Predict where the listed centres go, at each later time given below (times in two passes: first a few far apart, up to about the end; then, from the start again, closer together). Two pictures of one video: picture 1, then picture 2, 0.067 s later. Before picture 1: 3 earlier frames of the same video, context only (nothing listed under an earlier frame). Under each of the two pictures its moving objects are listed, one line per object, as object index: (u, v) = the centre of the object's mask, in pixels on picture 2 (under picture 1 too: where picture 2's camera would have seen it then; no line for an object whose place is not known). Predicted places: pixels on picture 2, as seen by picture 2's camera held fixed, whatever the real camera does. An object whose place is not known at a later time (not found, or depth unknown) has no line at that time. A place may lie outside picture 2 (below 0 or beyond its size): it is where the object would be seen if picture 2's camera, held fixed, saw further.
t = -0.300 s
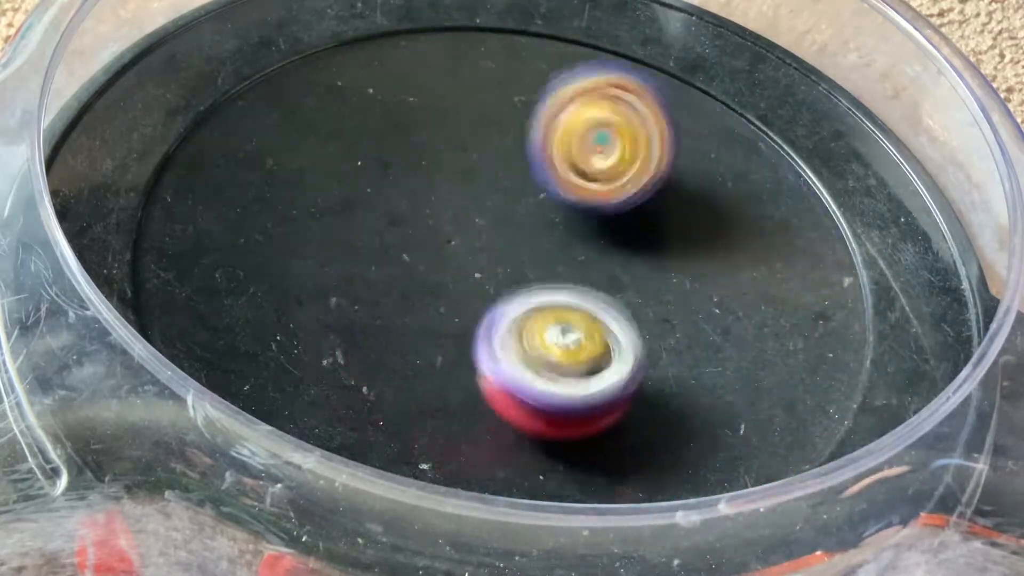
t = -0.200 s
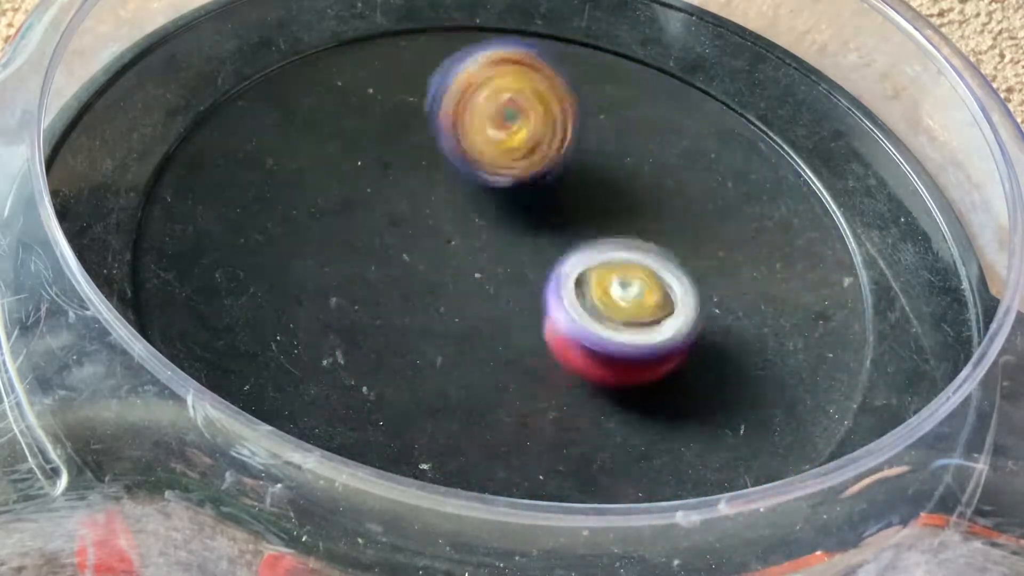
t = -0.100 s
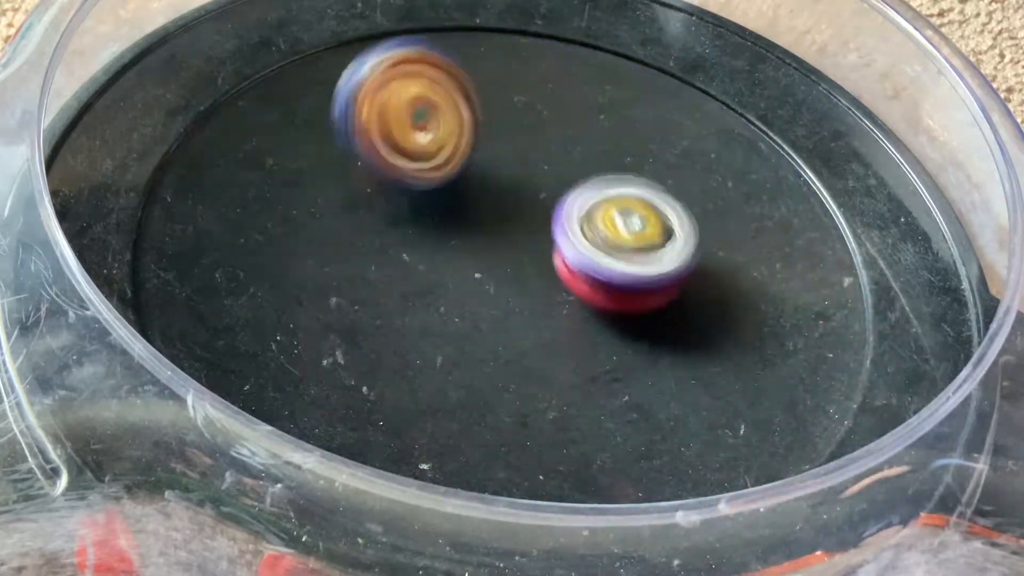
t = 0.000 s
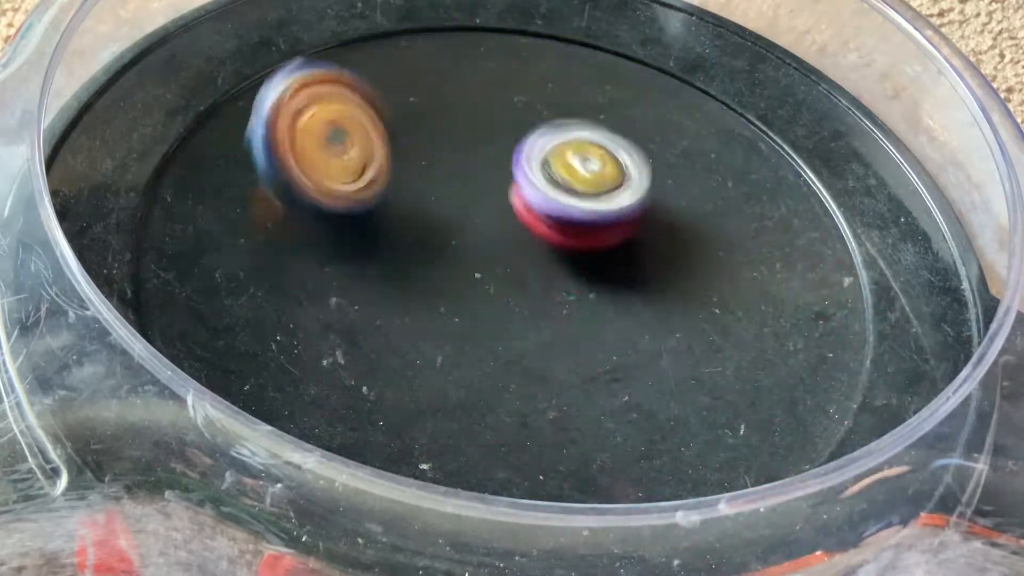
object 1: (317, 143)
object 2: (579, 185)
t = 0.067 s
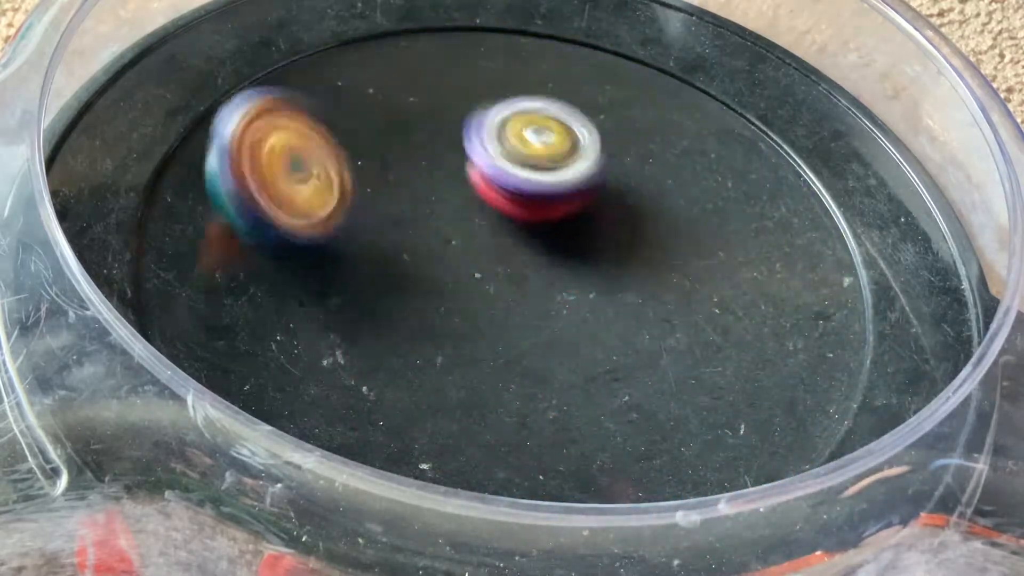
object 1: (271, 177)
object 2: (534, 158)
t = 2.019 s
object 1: (607, 264)
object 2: (590, 83)
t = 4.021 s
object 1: (345, 187)
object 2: (552, 269)
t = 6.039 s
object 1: (561, 226)
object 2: (469, 313)
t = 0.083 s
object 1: (264, 186)
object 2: (520, 152)
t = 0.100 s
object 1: (257, 196)
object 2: (508, 146)
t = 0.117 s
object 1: (251, 207)
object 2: (496, 143)
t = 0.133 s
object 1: (253, 210)
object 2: (483, 139)
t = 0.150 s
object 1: (251, 221)
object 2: (469, 137)
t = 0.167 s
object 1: (250, 234)
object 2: (454, 135)
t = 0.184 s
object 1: (253, 248)
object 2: (440, 134)
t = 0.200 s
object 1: (255, 257)
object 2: (427, 134)
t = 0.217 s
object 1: (260, 269)
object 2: (415, 135)
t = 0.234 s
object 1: (267, 284)
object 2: (404, 138)
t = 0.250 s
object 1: (274, 295)
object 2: (393, 143)
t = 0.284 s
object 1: (293, 316)
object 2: (371, 154)
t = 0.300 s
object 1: (308, 329)
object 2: (361, 160)
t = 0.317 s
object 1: (323, 338)
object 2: (353, 168)
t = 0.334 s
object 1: (341, 348)
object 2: (346, 176)
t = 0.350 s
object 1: (358, 357)
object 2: (342, 186)
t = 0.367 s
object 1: (377, 365)
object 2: (337, 196)
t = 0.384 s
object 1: (396, 373)
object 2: (335, 207)
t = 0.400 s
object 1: (416, 378)
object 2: (334, 219)
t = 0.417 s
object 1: (438, 381)
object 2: (336, 230)
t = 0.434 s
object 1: (460, 382)
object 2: (340, 242)
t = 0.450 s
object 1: (481, 383)
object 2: (345, 252)
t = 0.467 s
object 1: (502, 385)
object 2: (354, 263)
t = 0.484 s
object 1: (523, 383)
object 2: (364, 274)
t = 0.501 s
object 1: (541, 380)
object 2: (377, 284)
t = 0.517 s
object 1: (560, 376)
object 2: (390, 292)
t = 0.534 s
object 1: (576, 369)
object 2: (404, 300)
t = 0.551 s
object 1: (594, 361)
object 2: (419, 308)
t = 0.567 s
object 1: (607, 353)
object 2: (436, 315)
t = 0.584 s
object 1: (625, 346)
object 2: (450, 319)
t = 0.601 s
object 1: (641, 325)
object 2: (458, 317)
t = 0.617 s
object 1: (657, 316)
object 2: (464, 317)
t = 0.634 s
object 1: (675, 304)
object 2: (471, 314)
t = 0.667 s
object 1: (700, 295)
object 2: (485, 310)
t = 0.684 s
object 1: (705, 284)
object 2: (492, 305)
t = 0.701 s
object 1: (711, 275)
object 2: (499, 300)
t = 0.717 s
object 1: (713, 268)
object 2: (505, 294)
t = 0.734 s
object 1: (713, 263)
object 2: (510, 288)
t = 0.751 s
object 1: (710, 257)
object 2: (514, 280)
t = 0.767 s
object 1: (704, 253)
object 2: (516, 271)
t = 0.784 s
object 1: (699, 246)
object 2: (517, 262)
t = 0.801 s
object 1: (690, 240)
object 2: (516, 253)
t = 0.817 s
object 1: (685, 235)
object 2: (515, 245)
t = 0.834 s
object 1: (677, 228)
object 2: (512, 236)
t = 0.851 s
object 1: (667, 223)
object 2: (508, 228)
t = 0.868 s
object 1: (663, 221)
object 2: (493, 215)
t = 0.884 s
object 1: (663, 215)
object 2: (476, 206)
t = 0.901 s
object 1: (658, 210)
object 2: (461, 197)
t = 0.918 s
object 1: (652, 209)
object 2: (446, 189)
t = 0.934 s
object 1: (645, 209)
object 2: (433, 182)
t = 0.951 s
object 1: (639, 208)
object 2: (420, 178)
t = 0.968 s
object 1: (629, 206)
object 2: (408, 174)
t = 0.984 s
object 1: (621, 206)
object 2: (396, 171)
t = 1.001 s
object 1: (612, 205)
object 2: (384, 168)
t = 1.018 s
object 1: (602, 206)
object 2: (372, 167)
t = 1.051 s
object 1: (578, 205)
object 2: (349, 165)
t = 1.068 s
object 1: (569, 207)
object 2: (338, 164)
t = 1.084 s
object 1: (558, 207)
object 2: (326, 165)
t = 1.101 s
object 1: (546, 209)
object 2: (316, 166)
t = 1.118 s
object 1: (535, 213)
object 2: (306, 169)
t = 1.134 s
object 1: (522, 215)
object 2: (297, 172)
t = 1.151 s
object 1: (509, 217)
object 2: (289, 177)
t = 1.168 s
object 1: (497, 221)
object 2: (282, 182)
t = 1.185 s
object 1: (487, 225)
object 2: (276, 189)
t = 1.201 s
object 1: (478, 229)
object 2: (274, 197)
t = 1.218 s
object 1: (468, 234)
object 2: (274, 206)
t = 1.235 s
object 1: (457, 238)
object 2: (276, 215)
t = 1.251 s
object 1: (450, 243)
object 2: (280, 226)
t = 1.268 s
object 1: (445, 248)
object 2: (285, 234)
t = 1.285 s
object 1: (454, 259)
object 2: (278, 239)
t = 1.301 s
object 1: (475, 269)
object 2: (270, 243)
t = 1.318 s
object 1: (492, 279)
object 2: (267, 246)
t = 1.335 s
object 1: (507, 294)
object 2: (268, 250)
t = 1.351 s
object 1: (526, 299)
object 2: (273, 254)
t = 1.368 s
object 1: (543, 311)
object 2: (281, 260)
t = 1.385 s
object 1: (558, 323)
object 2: (292, 265)
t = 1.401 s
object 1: (574, 329)
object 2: (305, 270)
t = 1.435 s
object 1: (601, 339)
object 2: (335, 277)
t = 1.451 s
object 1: (614, 344)
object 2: (350, 277)
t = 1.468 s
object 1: (628, 347)
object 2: (367, 279)
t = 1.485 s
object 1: (639, 349)
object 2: (383, 279)
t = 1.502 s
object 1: (652, 353)
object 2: (398, 278)
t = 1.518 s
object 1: (665, 353)
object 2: (414, 276)
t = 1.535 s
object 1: (676, 352)
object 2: (429, 274)
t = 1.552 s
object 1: (685, 353)
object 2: (443, 271)
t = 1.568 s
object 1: (691, 352)
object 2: (457, 268)
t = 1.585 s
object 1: (699, 345)
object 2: (469, 263)
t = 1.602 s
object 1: (704, 342)
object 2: (481, 258)
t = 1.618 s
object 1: (709, 341)
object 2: (492, 253)
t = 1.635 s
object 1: (710, 334)
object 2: (503, 248)
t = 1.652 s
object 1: (712, 327)
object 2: (513, 242)
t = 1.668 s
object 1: (712, 322)
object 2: (522, 236)
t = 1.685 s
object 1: (711, 318)
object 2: (531, 232)
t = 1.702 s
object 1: (709, 307)
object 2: (540, 226)
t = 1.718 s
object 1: (706, 297)
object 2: (548, 220)
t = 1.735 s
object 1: (703, 293)
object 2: (557, 214)
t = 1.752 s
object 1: (696, 284)
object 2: (564, 209)
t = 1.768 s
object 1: (694, 276)
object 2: (572, 204)
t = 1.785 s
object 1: (689, 269)
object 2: (577, 197)
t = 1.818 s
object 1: (679, 258)
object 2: (586, 180)
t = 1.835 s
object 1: (676, 252)
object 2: (590, 168)
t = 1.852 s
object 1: (672, 256)
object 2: (593, 158)
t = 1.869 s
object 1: (668, 260)
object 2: (596, 147)
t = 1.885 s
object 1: (666, 262)
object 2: (599, 139)
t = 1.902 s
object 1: (662, 263)
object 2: (601, 132)
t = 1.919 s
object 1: (657, 263)
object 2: (602, 124)
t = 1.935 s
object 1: (650, 262)
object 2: (602, 117)
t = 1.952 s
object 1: (643, 262)
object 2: (600, 110)
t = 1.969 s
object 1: (635, 260)
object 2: (599, 104)
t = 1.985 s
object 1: (625, 262)
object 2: (596, 96)
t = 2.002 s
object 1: (616, 261)
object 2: (594, 90)
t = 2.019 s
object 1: (607, 264)
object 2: (590, 83)
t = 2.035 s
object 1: (598, 265)
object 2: (585, 78)
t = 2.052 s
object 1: (587, 264)
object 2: (579, 72)
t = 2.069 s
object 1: (579, 267)
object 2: (572, 69)
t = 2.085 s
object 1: (571, 270)
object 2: (564, 65)
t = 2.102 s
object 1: (560, 271)
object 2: (555, 63)
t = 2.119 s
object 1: (551, 274)
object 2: (546, 64)
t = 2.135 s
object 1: (543, 277)
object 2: (536, 65)
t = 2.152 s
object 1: (535, 281)
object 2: (528, 69)
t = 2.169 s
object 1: (529, 283)
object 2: (518, 73)
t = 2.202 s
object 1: (516, 287)
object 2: (503, 86)
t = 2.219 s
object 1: (512, 292)
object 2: (497, 95)
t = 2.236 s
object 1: (507, 295)
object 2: (492, 104)
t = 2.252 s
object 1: (505, 298)
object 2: (489, 113)
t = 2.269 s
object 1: (502, 301)
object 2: (486, 122)
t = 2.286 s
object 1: (501, 304)
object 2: (484, 132)
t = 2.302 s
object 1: (502, 307)
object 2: (482, 142)
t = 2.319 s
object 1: (502, 309)
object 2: (480, 151)
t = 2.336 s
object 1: (502, 311)
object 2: (479, 161)
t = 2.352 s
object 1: (501, 312)
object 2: (479, 171)
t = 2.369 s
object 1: (502, 313)
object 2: (479, 180)
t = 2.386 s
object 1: (503, 313)
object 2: (479, 189)
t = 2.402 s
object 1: (502, 315)
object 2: (480, 198)
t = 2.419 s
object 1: (500, 320)
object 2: (482, 204)
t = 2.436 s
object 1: (499, 320)
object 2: (484, 206)
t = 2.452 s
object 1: (497, 323)
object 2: (487, 205)
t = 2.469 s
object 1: (496, 328)
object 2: (490, 208)
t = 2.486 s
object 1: (496, 329)
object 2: (494, 209)
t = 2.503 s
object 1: (497, 328)
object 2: (497, 211)
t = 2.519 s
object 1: (499, 328)
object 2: (501, 214)
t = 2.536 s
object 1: (503, 326)
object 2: (506, 218)
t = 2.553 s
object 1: (508, 323)
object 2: (513, 221)
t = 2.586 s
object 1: (512, 337)
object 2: (535, 223)
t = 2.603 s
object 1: (511, 343)
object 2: (544, 223)
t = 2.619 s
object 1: (512, 346)
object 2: (552, 226)
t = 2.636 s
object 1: (514, 352)
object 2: (561, 228)
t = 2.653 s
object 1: (514, 352)
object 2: (572, 227)
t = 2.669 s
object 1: (514, 354)
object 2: (580, 225)
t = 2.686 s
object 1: (513, 356)
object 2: (587, 222)
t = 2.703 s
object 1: (513, 356)
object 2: (593, 220)
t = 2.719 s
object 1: (512, 356)
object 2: (599, 218)
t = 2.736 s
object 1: (513, 355)
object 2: (607, 214)
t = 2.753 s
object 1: (516, 355)
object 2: (610, 209)
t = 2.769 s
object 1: (516, 354)
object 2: (614, 206)
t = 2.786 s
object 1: (514, 351)
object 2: (617, 203)
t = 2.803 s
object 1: (514, 348)
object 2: (619, 199)
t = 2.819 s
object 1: (515, 345)
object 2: (621, 195)
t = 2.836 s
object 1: (515, 342)
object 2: (619, 190)
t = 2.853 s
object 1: (515, 338)
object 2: (618, 187)
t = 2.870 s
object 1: (513, 333)
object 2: (616, 185)
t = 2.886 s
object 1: (513, 331)
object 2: (612, 183)
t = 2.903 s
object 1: (510, 327)
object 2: (608, 181)
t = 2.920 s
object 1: (506, 320)
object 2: (604, 181)
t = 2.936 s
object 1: (503, 318)
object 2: (599, 181)
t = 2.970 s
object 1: (496, 313)
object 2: (589, 181)
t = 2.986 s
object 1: (494, 309)
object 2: (583, 184)
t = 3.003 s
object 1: (491, 308)
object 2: (578, 185)
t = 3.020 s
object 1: (488, 306)
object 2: (571, 187)
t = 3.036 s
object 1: (486, 304)
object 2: (566, 191)
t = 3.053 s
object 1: (483, 301)
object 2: (561, 193)
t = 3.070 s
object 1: (480, 299)
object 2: (557, 196)
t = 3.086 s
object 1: (476, 296)
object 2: (556, 201)
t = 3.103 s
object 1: (471, 296)
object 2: (552, 205)
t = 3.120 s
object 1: (467, 295)
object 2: (551, 210)
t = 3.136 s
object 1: (459, 293)
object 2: (551, 215)
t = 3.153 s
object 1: (450, 296)
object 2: (550, 220)
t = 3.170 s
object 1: (440, 299)
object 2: (551, 226)
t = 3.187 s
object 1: (427, 299)
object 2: (551, 231)
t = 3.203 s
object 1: (417, 294)
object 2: (552, 236)
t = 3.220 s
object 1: (406, 291)
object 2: (552, 243)
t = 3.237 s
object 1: (396, 291)
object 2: (555, 249)
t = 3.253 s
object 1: (388, 290)
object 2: (559, 254)
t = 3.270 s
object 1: (380, 287)
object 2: (562, 258)
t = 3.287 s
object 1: (373, 287)
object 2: (565, 263)
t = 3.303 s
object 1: (369, 288)
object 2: (571, 267)
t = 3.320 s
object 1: (366, 285)
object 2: (576, 270)
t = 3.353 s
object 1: (359, 284)
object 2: (583, 275)
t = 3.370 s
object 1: (355, 282)
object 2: (587, 276)
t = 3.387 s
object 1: (355, 284)
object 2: (591, 276)
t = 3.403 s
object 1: (352, 283)
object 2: (593, 277)
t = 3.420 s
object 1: (350, 284)
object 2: (597, 278)
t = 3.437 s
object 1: (351, 286)
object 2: (601, 278)
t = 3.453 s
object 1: (350, 288)
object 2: (601, 275)
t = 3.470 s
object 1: (352, 289)
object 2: (602, 275)
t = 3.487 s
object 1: (353, 291)
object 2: (603, 274)
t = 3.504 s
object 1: (355, 291)
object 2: (603, 272)
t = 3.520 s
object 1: (360, 293)
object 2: (602, 271)
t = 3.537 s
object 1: (365, 293)
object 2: (601, 269)
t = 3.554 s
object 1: (369, 293)
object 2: (600, 268)
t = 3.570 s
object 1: (373, 292)
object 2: (597, 266)
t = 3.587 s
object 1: (377, 291)
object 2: (594, 264)
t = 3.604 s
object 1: (381, 290)
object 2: (590, 262)
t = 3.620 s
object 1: (383, 288)
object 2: (586, 261)
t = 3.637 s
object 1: (385, 284)
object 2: (581, 259)
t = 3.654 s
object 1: (388, 280)
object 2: (575, 257)
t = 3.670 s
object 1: (393, 275)
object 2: (569, 256)
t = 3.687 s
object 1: (398, 271)
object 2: (562, 255)
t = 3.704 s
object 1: (402, 267)
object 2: (556, 255)
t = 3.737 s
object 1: (402, 248)
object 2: (551, 256)
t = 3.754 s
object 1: (388, 243)
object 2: (555, 256)
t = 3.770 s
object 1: (380, 232)
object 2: (558, 257)
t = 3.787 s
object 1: (372, 227)
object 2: (562, 259)
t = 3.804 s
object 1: (363, 224)
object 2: (562, 260)
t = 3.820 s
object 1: (356, 220)
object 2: (562, 262)
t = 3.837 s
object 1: (354, 215)
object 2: (564, 264)
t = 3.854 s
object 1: (351, 207)
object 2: (563, 265)
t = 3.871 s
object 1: (347, 203)
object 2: (562, 267)
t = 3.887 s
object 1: (344, 200)
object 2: (563, 267)
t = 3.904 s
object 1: (344, 197)
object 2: (563, 268)
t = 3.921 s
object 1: (342, 194)
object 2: (561, 268)
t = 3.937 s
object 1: (339, 193)
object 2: (561, 269)
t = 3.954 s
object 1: (340, 190)
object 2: (560, 269)
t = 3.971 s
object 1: (340, 191)
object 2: (558, 269)
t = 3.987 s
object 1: (341, 189)
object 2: (558, 269)
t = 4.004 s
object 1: (342, 188)
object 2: (555, 269)
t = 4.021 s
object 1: (345, 187)
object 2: (552, 269)
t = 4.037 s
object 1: (345, 187)
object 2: (552, 270)
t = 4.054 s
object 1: (347, 188)
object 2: (549, 270)
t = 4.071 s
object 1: (349, 186)
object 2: (547, 270)
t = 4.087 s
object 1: (348, 187)
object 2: (546, 270)
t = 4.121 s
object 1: (353, 192)
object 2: (539, 271)
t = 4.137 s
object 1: (354, 193)
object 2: (538, 271)
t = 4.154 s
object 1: (356, 193)
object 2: (535, 271)
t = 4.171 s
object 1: (359, 196)
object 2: (532, 271)
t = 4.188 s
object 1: (361, 196)
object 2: (531, 271)
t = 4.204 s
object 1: (367, 198)
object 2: (527, 271)
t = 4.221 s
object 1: (372, 197)
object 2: (525, 272)
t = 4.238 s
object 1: (378, 197)
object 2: (523, 272)
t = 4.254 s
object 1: (385, 199)
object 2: (519, 272)
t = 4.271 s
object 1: (386, 199)
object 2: (522, 277)
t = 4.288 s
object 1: (377, 187)
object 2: (535, 280)
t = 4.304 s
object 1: (366, 178)
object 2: (544, 286)
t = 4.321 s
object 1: (362, 165)
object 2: (555, 292)
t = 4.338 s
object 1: (359, 160)
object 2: (565, 294)
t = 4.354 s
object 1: (354, 150)
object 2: (571, 297)
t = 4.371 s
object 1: (356, 143)
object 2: (581, 300)
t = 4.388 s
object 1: (358, 139)
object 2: (589, 299)
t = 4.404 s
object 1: (359, 136)
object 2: (597, 303)
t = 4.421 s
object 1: (361, 135)
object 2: (607, 304)
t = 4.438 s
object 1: (362, 135)
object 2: (613, 303)
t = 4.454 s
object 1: (364, 134)
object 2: (623, 305)
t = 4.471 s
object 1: (365, 135)
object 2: (631, 303)
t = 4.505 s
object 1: (370, 136)
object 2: (646, 302)
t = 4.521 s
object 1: (374, 137)
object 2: (653, 298)
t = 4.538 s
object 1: (379, 138)
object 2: (657, 296)
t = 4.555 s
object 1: (383, 138)
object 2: (663, 291)
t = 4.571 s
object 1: (388, 139)
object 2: (664, 286)
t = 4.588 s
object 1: (393, 140)
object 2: (667, 282)
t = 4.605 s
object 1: (397, 143)
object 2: (666, 276)
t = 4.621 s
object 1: (400, 143)
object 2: (664, 270)
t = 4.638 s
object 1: (405, 148)
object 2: (661, 266)
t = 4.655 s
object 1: (407, 151)
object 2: (654, 260)
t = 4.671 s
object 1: (412, 154)
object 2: (650, 256)
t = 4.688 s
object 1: (415, 158)
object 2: (643, 252)
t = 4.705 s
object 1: (419, 160)
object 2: (635, 247)
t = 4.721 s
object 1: (425, 164)
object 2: (628, 244)
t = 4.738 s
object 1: (430, 165)
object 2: (619, 241)
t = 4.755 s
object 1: (438, 170)
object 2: (611, 239)
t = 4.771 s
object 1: (443, 173)
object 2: (603, 236)
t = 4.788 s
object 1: (452, 173)
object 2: (595, 235)
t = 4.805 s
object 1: (459, 174)
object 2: (590, 235)
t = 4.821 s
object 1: (448, 168)
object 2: (600, 238)
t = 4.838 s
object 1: (435, 163)
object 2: (613, 245)
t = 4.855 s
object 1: (419, 155)
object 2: (627, 248)
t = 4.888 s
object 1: (390, 139)
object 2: (647, 255)
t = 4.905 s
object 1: (382, 136)
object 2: (652, 258)
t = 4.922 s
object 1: (378, 136)
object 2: (662, 260)
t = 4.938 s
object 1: (374, 137)
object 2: (666, 260)
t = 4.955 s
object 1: (373, 142)
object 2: (674, 262)
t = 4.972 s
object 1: (375, 142)
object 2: (680, 262)
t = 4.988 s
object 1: (378, 142)
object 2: (686, 265)
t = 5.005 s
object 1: (380, 142)
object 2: (692, 263)
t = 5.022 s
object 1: (383, 146)
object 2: (695, 265)
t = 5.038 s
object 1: (386, 146)
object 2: (699, 263)
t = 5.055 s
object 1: (388, 148)
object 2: (698, 263)
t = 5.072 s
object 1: (392, 151)
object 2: (701, 263)
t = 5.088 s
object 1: (392, 154)
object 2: (698, 262)
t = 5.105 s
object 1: (392, 160)
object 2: (698, 261)
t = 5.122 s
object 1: (394, 158)
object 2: (694, 259)
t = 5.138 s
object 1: (397, 162)
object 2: (690, 260)
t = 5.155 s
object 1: (398, 167)
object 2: (684, 259)
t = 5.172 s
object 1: (403, 173)
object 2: (679, 260)
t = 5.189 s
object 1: (409, 178)
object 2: (671, 259)
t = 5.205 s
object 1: (414, 183)
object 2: (662, 260)
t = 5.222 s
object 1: (423, 190)
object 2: (656, 261)
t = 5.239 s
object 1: (428, 191)
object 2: (647, 260)
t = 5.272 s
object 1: (446, 204)
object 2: (631, 262)
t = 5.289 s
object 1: (458, 208)
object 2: (625, 263)
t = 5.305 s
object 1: (470, 213)
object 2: (615, 263)
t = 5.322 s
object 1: (475, 214)
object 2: (613, 267)
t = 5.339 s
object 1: (479, 211)
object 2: (614, 272)
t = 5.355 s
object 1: (476, 209)
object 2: (613, 278)
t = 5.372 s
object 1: (478, 206)
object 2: (611, 282)
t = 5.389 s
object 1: (474, 205)
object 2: (607, 286)
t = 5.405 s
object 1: (470, 201)
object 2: (603, 290)
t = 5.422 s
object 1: (472, 196)
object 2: (598, 293)
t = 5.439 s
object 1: (469, 193)
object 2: (595, 295)
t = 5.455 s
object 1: (467, 189)
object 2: (589, 299)
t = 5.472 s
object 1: (466, 191)
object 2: (584, 302)
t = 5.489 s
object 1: (464, 193)
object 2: (579, 305)
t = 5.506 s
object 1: (467, 197)
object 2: (575, 307)
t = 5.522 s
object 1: (466, 197)
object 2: (569, 310)
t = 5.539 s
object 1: (468, 200)
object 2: (566, 314)
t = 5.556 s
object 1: (470, 202)
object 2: (561, 318)
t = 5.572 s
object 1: (475, 203)
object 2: (559, 321)
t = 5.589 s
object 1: (476, 202)
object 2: (553, 325)
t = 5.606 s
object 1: (479, 203)
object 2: (550, 328)
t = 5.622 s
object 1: (481, 202)
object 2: (544, 331)
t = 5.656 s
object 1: (482, 206)
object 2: (534, 337)
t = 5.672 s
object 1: (482, 209)
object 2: (531, 340)
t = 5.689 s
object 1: (482, 210)
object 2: (525, 342)
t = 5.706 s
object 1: (484, 215)
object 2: (522, 345)
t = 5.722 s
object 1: (483, 215)
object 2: (516, 347)
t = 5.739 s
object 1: (485, 220)
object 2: (514, 349)
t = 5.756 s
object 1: (486, 224)
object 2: (508, 349)
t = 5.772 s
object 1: (487, 227)
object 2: (507, 351)
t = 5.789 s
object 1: (492, 227)
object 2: (502, 351)
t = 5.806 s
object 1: (497, 231)
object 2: (501, 351)
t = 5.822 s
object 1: (500, 230)
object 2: (497, 350)
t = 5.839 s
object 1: (502, 231)
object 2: (497, 348)
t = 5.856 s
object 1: (508, 230)
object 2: (494, 347)
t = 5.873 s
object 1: (511, 233)
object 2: (495, 346)
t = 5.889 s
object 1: (513, 232)
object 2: (491, 342)
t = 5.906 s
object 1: (518, 233)
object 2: (492, 339)
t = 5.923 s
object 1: (523, 232)
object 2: (489, 335)
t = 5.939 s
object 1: (529, 230)
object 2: (487, 334)
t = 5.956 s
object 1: (534, 231)
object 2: (482, 331)
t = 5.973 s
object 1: (537, 231)
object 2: (481, 328)
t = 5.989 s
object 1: (542, 233)
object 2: (476, 325)
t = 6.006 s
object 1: (549, 229)
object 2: (476, 323)
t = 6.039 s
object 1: (561, 226)
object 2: (469, 313)
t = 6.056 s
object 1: (563, 225)
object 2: (465, 309)
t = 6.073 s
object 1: (567, 224)
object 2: (463, 305)
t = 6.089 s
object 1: (570, 223)
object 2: (459, 300)
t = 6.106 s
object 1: (573, 222)
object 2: (458, 296)
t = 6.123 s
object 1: (575, 222)
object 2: (454, 292)
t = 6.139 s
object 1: (578, 220)
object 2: (452, 288)
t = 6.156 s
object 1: (582, 217)
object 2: (449, 282)
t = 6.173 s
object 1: (586, 216)
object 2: (449, 278)
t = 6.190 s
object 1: (588, 215)
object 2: (446, 274)
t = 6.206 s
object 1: (590, 215)
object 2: (445, 269)
